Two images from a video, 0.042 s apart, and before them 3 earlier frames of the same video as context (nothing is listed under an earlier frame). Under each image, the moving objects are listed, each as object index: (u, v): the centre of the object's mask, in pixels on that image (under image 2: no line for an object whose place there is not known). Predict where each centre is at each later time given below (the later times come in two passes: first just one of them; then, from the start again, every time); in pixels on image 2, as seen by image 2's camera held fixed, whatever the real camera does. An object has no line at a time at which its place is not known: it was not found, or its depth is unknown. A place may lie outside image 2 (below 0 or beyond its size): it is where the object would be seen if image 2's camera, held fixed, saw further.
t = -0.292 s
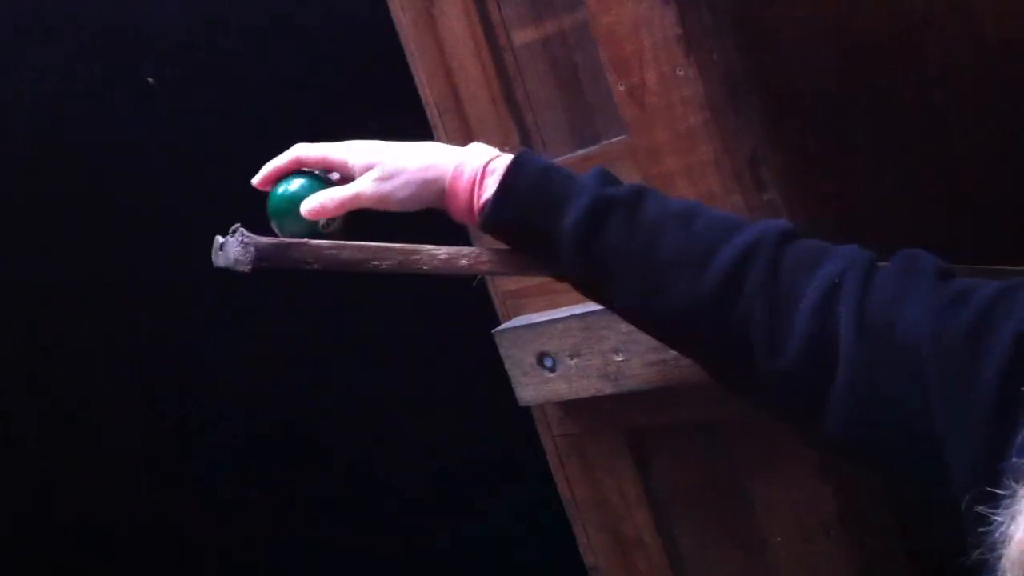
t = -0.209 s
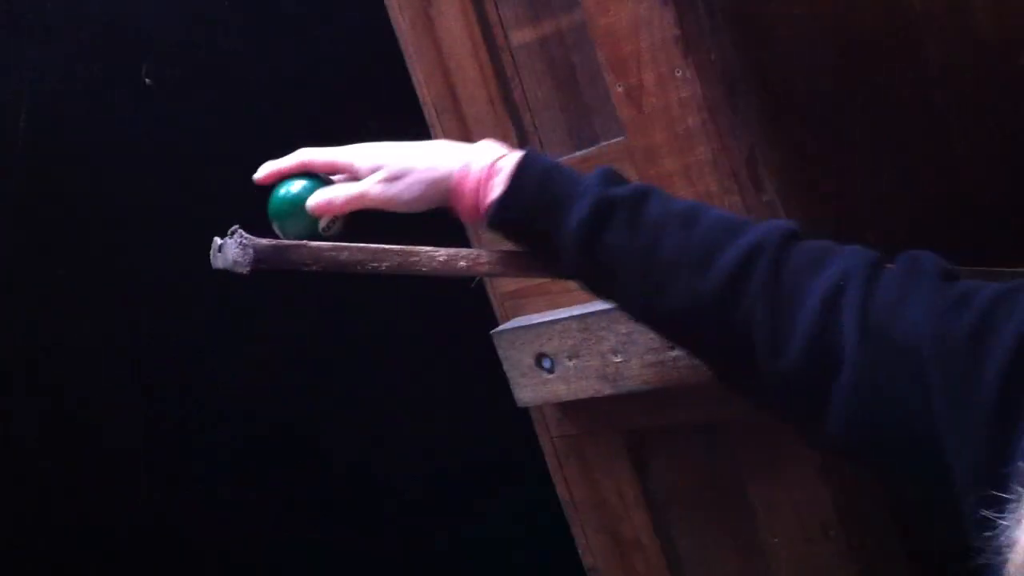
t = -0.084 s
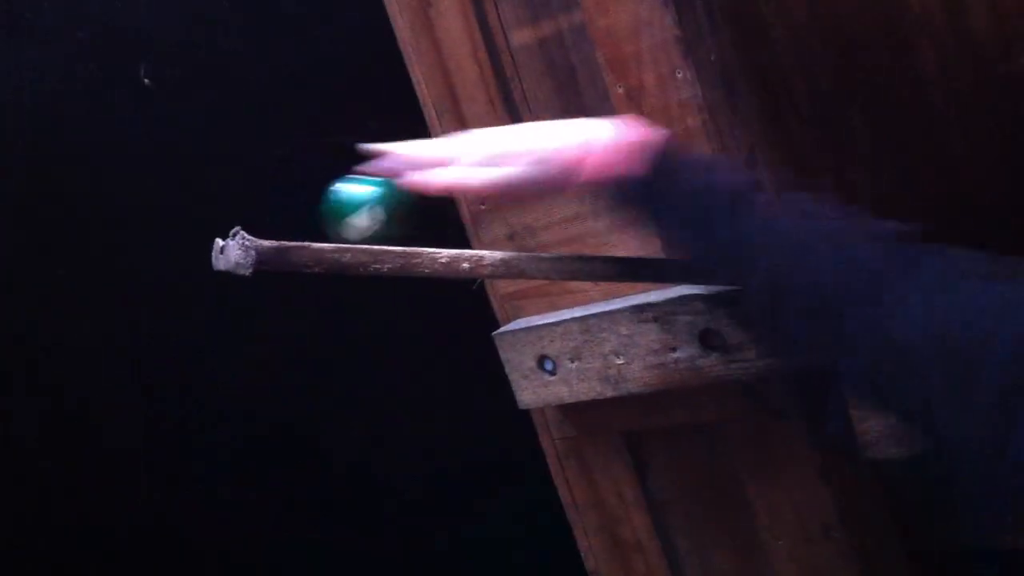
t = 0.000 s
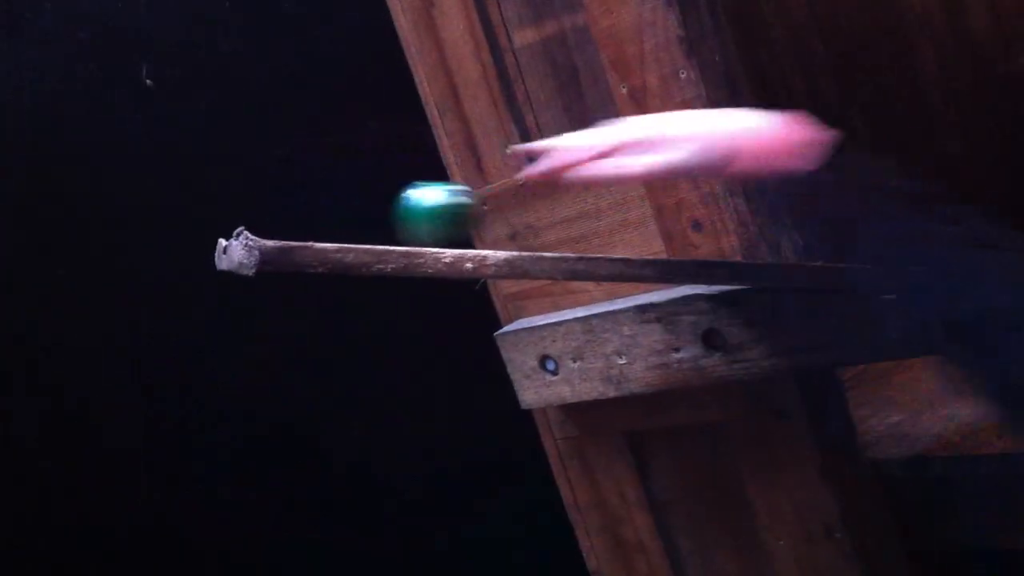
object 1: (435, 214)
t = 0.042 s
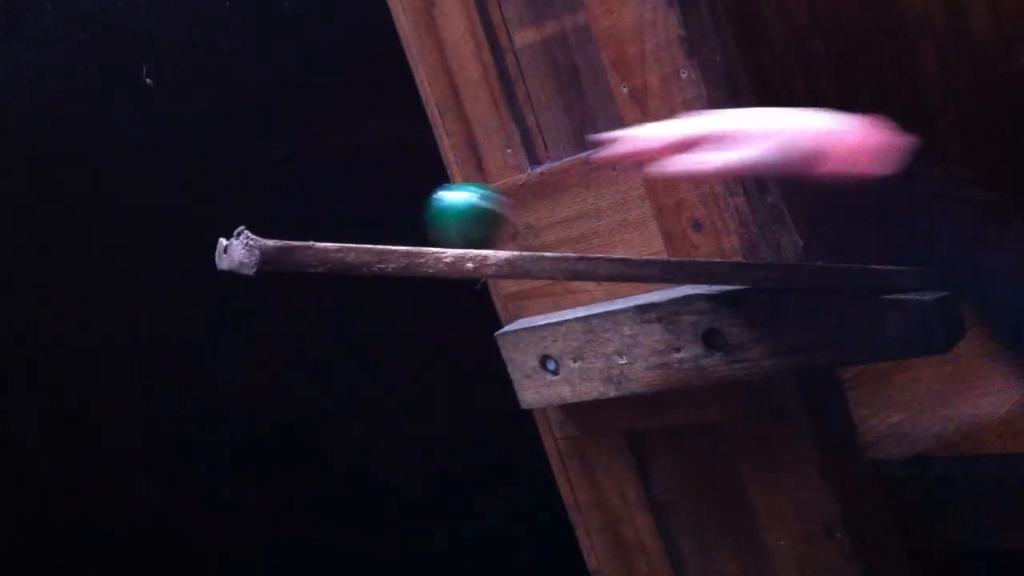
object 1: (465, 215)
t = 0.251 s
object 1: (594, 220)
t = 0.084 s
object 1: (494, 217)
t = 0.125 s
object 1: (521, 218)
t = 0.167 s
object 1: (547, 219)
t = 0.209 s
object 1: (572, 219)
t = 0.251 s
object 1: (594, 220)
